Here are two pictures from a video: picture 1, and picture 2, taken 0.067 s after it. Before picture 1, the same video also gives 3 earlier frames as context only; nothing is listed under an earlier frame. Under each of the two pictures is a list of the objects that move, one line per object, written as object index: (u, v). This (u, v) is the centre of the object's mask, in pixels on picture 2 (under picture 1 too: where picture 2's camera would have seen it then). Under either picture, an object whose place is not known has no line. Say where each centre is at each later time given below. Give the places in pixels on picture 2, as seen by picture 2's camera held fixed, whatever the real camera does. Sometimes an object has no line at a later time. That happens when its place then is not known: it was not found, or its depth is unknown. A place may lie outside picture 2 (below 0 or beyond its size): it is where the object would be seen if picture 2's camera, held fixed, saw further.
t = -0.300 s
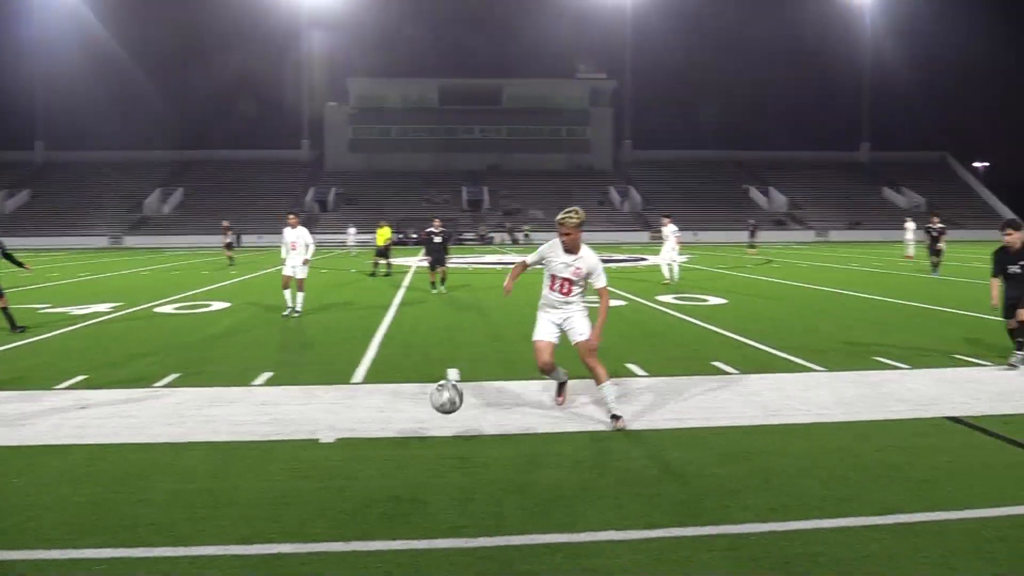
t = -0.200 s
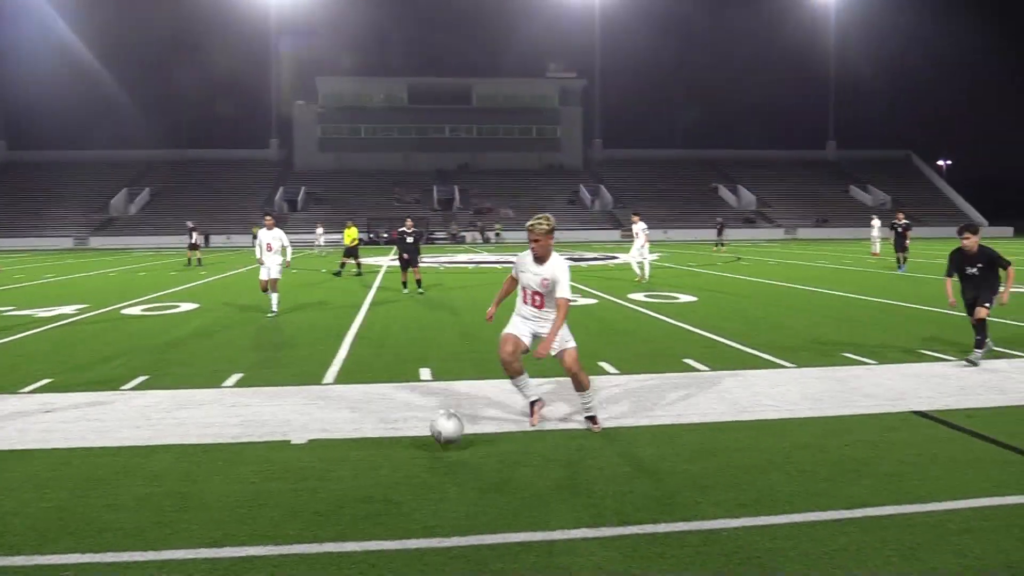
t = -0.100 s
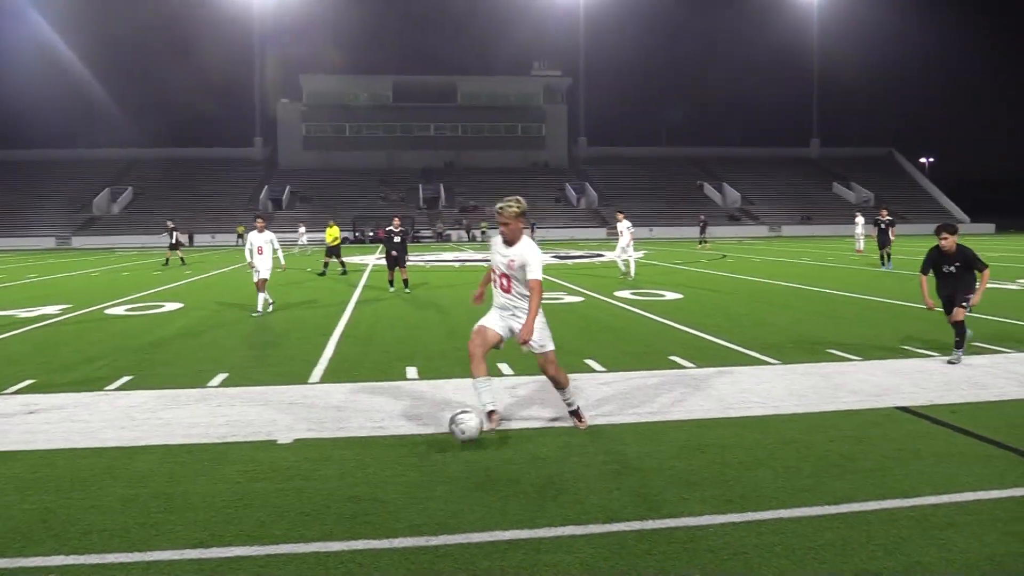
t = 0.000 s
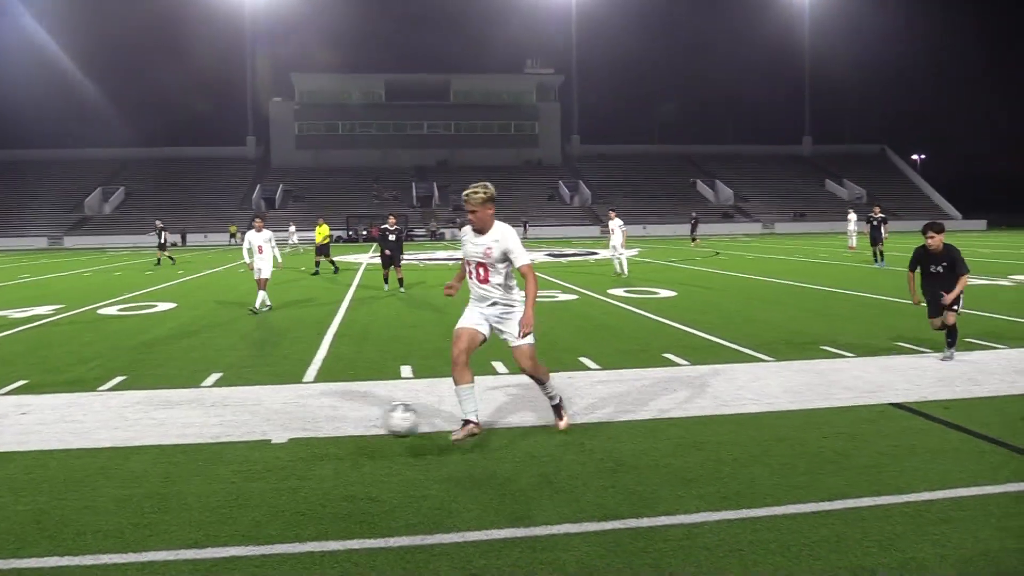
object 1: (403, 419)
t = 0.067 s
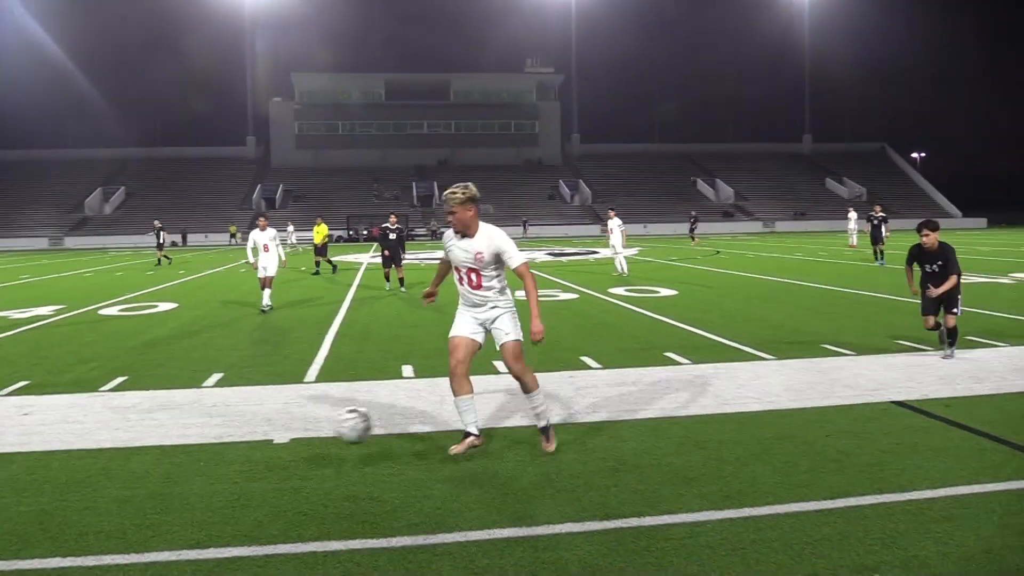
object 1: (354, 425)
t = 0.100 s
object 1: (328, 431)
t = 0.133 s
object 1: (301, 439)
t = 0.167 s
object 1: (274, 449)
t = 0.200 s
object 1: (247, 460)
